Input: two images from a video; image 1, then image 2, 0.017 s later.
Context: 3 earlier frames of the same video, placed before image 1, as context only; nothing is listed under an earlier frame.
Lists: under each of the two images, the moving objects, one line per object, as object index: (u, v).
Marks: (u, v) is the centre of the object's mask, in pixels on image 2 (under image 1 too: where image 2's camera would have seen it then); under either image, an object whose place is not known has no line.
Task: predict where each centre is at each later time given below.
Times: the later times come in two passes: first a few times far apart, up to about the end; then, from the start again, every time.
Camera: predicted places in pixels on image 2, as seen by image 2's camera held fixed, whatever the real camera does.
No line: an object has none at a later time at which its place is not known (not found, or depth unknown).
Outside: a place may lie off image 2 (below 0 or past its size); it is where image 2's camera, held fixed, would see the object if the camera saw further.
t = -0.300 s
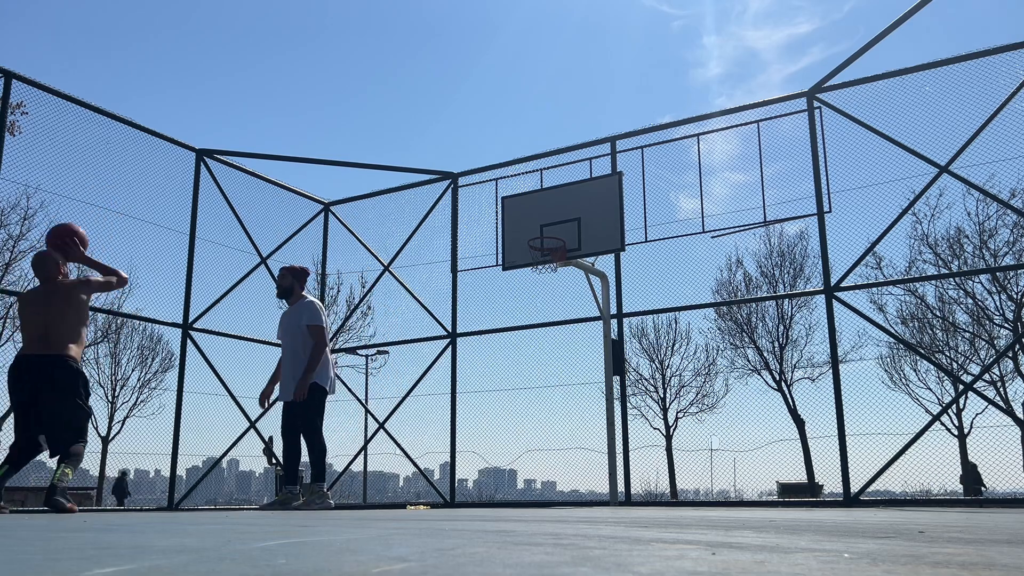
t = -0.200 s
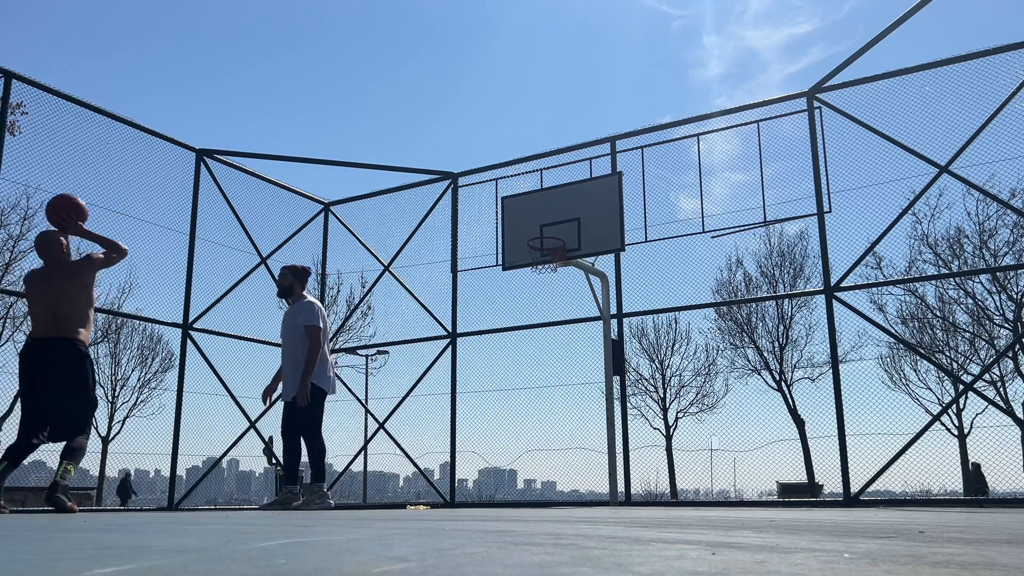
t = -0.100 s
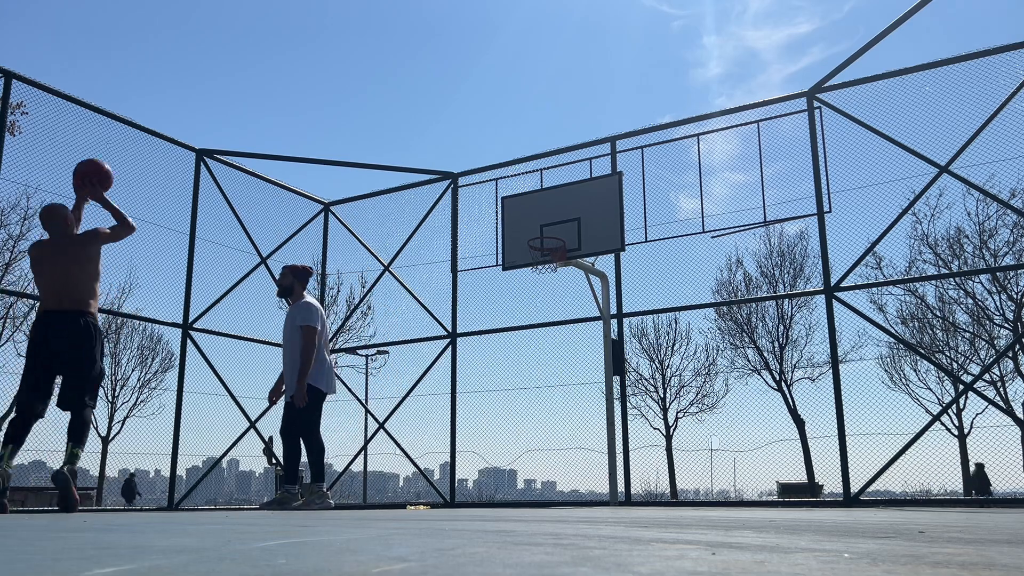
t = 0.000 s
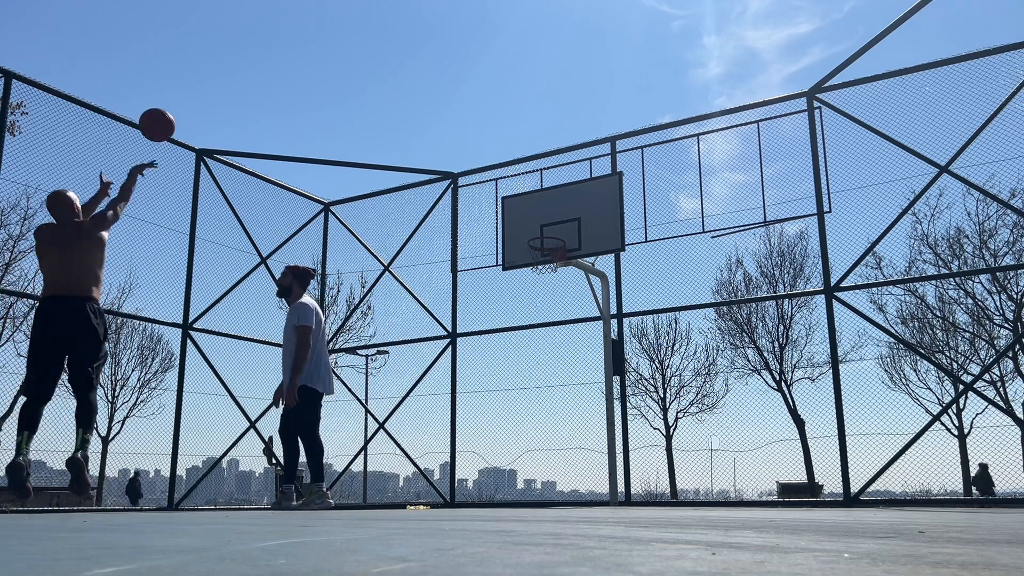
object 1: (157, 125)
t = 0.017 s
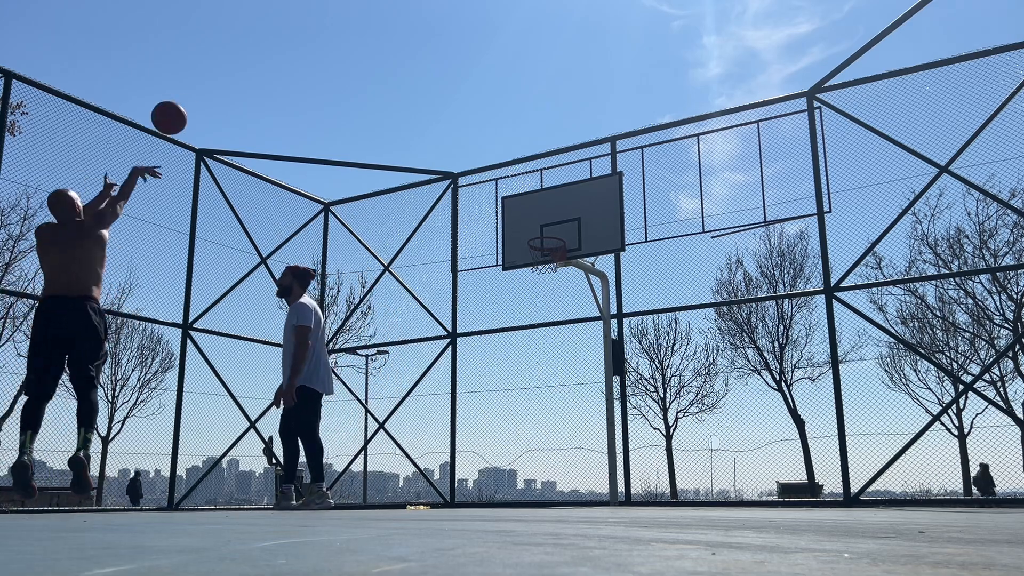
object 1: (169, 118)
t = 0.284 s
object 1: (319, 65)
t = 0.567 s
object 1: (426, 93)
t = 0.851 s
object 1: (505, 174)
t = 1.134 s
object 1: (533, 195)
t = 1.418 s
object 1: (521, 158)
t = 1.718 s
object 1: (505, 195)
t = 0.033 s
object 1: (180, 111)
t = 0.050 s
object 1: (192, 105)
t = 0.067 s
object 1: (203, 100)
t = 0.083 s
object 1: (213, 95)
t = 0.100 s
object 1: (223, 90)
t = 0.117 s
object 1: (233, 86)
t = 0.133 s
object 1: (243, 82)
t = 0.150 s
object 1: (253, 79)
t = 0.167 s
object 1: (262, 76)
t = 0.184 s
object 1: (271, 74)
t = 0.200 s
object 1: (279, 72)
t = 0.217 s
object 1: (288, 70)
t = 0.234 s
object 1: (296, 68)
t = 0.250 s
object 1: (304, 67)
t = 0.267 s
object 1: (312, 66)
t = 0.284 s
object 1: (319, 65)
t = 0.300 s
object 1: (327, 65)
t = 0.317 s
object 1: (334, 65)
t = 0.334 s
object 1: (341, 65)
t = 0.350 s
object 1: (348, 66)
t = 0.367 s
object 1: (355, 66)
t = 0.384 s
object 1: (362, 67)
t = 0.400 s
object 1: (368, 69)
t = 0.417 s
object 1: (375, 70)
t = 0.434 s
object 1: (381, 72)
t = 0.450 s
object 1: (387, 74)
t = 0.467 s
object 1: (393, 76)
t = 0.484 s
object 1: (399, 78)
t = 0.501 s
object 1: (404, 81)
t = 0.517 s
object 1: (410, 84)
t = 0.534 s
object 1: (415, 87)
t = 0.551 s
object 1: (421, 90)
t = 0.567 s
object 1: (426, 93)
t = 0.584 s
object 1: (431, 97)
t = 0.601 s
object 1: (437, 100)
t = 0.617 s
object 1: (442, 104)
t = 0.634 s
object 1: (447, 108)
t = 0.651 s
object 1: (452, 112)
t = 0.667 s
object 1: (456, 117)
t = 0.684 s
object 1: (461, 121)
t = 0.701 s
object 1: (466, 126)
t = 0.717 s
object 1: (471, 131)
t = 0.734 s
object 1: (475, 135)
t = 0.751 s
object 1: (480, 140)
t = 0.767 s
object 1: (484, 146)
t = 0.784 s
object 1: (488, 151)
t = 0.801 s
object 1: (493, 156)
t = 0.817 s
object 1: (497, 162)
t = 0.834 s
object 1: (501, 168)
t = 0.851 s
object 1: (505, 174)
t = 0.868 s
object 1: (509, 180)
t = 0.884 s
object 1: (513, 186)
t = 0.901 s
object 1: (517, 192)
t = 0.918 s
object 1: (521, 199)
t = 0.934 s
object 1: (525, 206)
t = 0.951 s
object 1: (529, 212)
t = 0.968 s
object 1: (532, 219)
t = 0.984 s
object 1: (536, 227)
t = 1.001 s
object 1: (538, 230)
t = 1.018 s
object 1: (538, 225)
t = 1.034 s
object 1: (537, 220)
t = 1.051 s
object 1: (536, 216)
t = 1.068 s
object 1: (536, 211)
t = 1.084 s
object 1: (535, 207)
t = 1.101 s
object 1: (535, 202)
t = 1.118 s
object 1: (534, 198)
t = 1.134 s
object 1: (533, 195)
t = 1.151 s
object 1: (533, 191)
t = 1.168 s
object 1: (532, 187)
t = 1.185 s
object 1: (531, 184)
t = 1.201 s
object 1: (531, 181)
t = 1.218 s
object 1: (530, 178)
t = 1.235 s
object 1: (529, 175)
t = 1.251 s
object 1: (529, 173)
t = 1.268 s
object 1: (528, 170)
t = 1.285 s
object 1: (527, 168)
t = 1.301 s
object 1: (527, 166)
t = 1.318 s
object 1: (526, 164)
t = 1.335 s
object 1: (525, 163)
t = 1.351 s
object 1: (524, 162)
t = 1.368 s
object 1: (524, 161)
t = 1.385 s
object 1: (523, 159)
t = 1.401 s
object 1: (522, 159)
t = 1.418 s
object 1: (521, 158)
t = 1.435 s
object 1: (521, 158)
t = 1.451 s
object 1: (520, 158)
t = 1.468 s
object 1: (519, 158)
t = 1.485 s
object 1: (518, 159)
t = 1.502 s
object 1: (517, 159)
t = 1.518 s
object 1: (516, 160)
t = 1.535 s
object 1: (515, 162)
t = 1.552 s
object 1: (515, 164)
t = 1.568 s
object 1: (514, 165)
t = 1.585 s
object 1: (513, 167)
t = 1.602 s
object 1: (512, 170)
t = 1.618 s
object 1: (511, 172)
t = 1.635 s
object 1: (510, 175)
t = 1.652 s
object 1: (509, 179)
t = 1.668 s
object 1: (508, 182)
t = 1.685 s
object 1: (507, 186)
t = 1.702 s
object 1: (506, 190)
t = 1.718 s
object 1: (505, 195)
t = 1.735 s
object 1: (504, 200)
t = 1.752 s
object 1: (503, 205)
